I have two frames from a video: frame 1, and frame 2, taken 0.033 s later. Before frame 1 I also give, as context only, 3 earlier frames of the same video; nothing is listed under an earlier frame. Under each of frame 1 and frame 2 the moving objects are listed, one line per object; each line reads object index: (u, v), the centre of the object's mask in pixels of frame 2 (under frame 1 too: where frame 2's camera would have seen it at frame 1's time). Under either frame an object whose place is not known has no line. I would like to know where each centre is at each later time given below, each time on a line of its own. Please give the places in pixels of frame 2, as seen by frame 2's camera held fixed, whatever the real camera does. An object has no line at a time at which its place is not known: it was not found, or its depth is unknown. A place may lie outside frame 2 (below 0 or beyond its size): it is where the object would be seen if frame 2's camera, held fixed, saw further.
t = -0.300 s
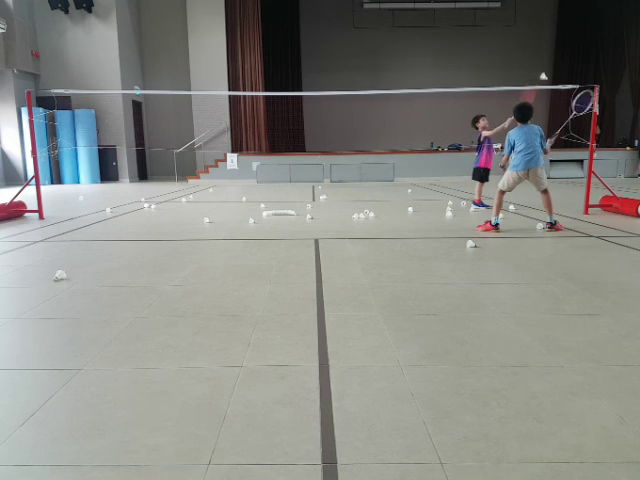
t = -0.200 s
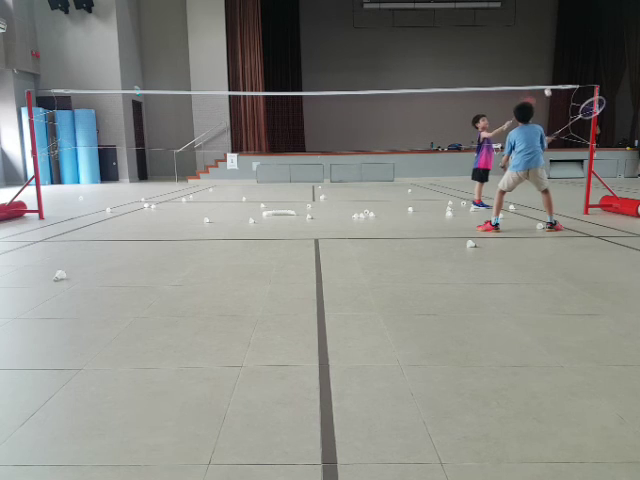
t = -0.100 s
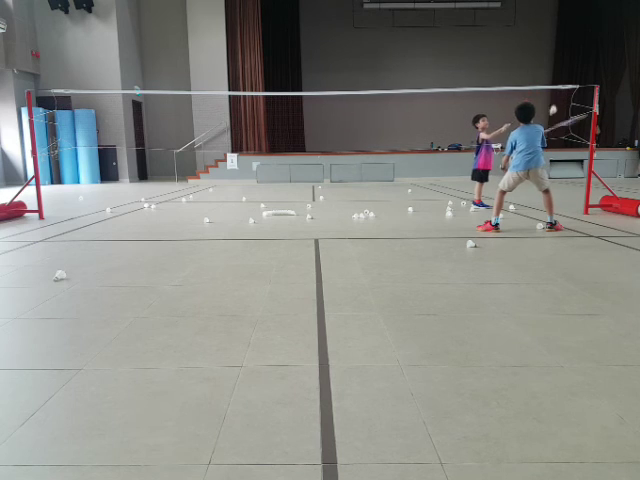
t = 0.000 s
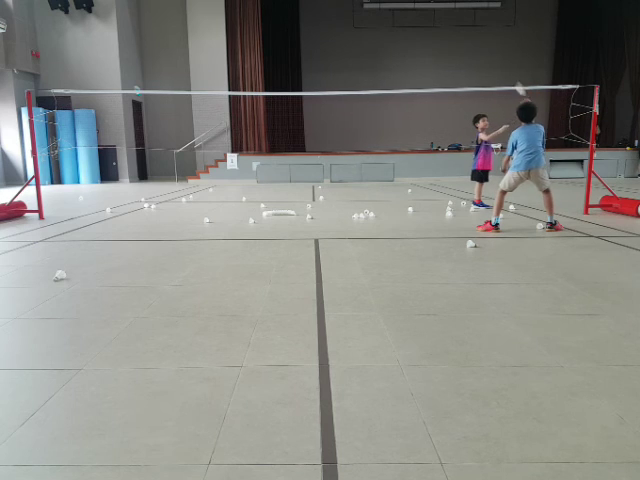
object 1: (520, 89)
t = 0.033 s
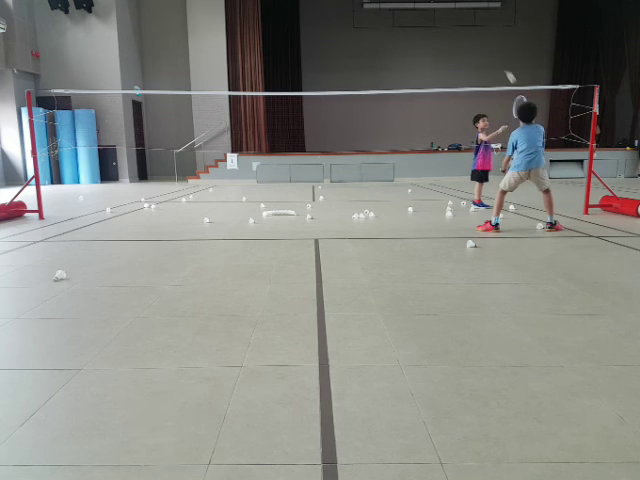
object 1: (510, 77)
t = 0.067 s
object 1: (499, 66)
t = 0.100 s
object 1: (488, 57)
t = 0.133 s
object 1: (477, 50)
